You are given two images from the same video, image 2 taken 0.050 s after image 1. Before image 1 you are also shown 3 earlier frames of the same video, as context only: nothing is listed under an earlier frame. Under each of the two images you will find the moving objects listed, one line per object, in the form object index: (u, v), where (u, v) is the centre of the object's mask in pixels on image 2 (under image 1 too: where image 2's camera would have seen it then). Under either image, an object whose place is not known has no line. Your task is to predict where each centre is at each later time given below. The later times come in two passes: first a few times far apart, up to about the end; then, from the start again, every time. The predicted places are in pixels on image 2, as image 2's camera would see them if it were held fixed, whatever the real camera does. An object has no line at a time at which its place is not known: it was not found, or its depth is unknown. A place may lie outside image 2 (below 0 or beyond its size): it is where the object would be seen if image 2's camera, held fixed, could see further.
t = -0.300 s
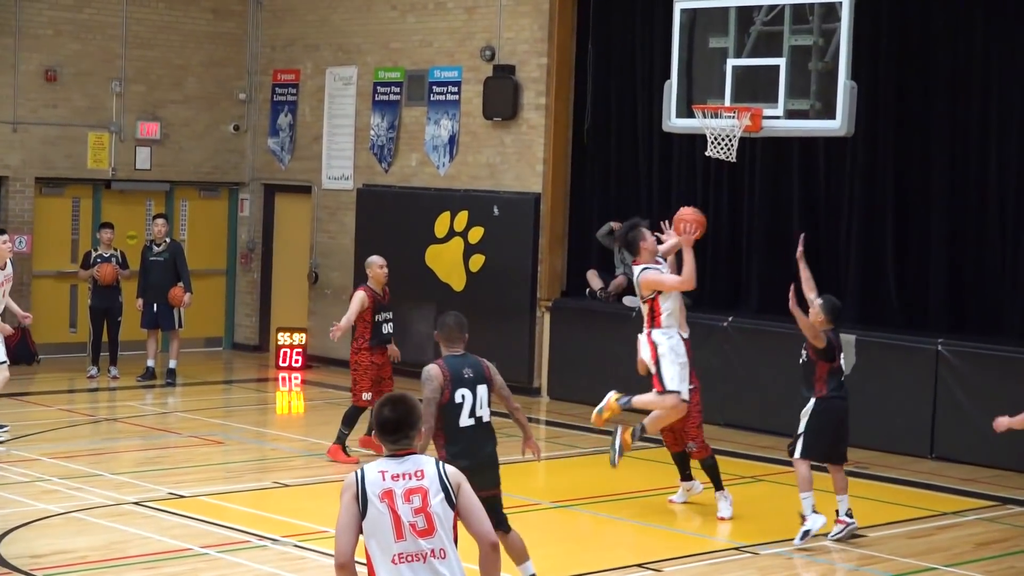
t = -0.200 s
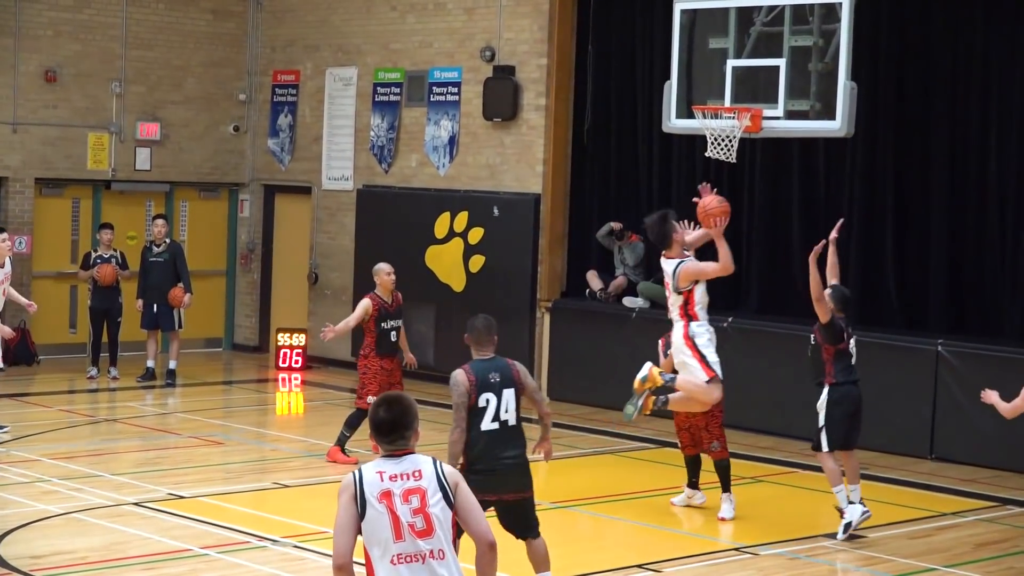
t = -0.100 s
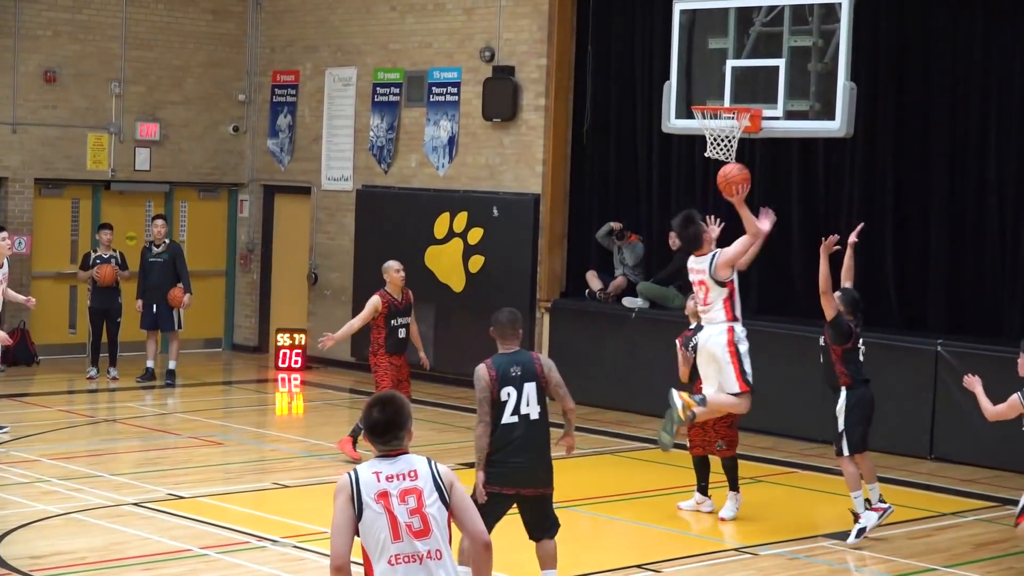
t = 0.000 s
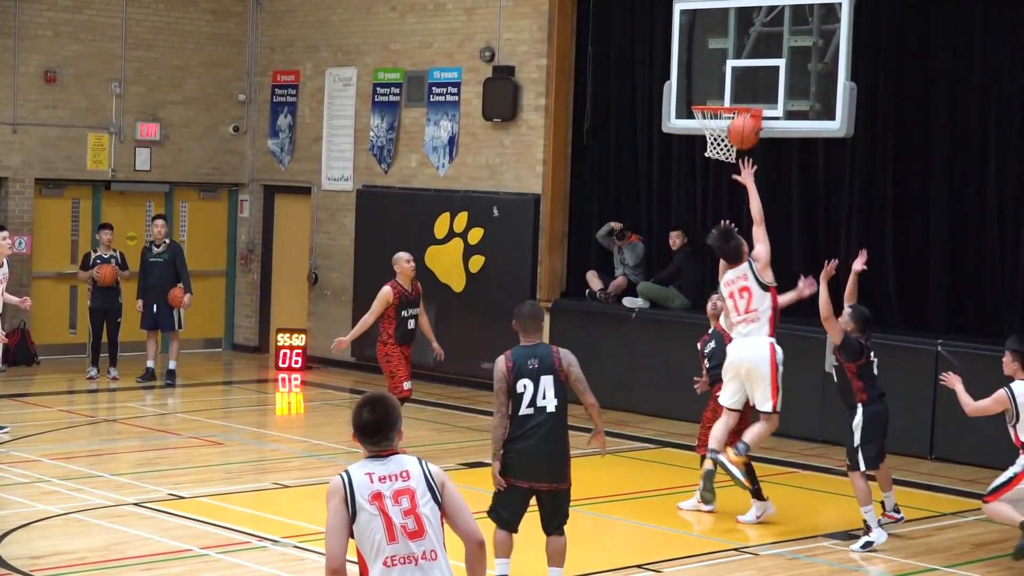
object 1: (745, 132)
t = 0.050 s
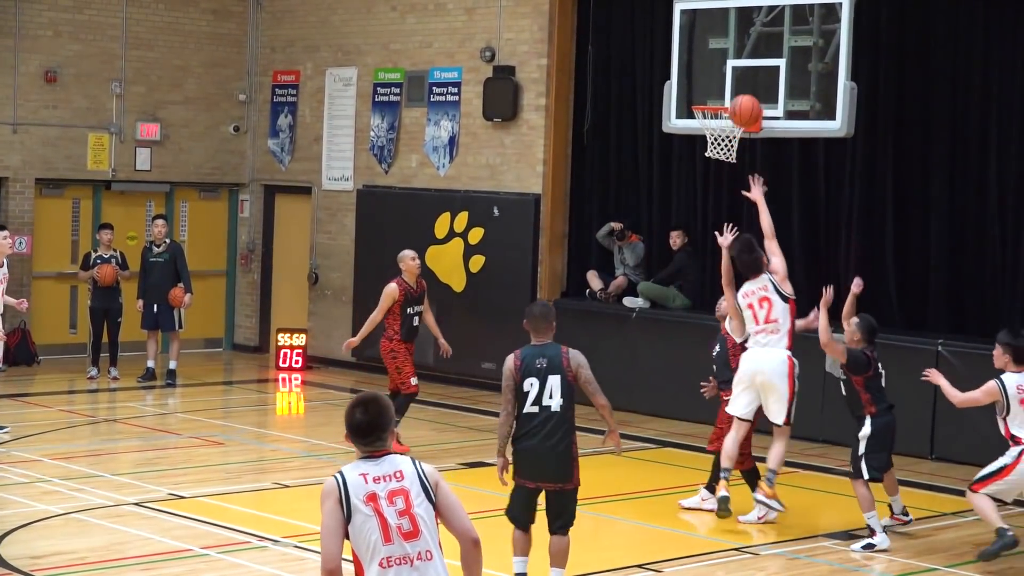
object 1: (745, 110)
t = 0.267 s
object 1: (747, 62)
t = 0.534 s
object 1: (746, 86)
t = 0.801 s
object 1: (719, 78)
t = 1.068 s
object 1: (687, 94)
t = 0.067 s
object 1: (745, 105)
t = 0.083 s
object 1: (745, 98)
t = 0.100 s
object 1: (745, 94)
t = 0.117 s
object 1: (746, 89)
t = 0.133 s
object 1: (746, 85)
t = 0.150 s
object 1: (746, 81)
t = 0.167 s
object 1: (747, 77)
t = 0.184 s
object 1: (747, 74)
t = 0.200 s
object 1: (747, 71)
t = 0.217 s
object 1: (747, 68)
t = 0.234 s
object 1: (747, 66)
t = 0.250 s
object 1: (747, 64)
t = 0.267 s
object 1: (747, 62)
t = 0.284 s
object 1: (748, 61)
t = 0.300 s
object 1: (748, 60)
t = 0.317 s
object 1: (747, 60)
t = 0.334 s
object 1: (747, 60)
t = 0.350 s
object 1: (747, 60)
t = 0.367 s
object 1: (747, 61)
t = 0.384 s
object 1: (748, 61)
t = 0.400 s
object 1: (747, 63)
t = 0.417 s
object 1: (747, 64)
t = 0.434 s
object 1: (747, 67)
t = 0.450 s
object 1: (747, 69)
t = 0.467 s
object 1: (747, 72)
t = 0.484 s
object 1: (747, 74)
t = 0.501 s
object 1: (747, 78)
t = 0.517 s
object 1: (747, 82)
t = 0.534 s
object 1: (746, 86)
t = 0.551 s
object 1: (746, 89)
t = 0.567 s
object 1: (746, 93)
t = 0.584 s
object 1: (745, 93)
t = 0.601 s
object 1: (743, 91)
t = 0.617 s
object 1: (741, 88)
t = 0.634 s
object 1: (739, 86)
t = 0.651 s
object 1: (737, 84)
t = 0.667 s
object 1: (735, 82)
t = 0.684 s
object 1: (733, 80)
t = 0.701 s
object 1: (731, 79)
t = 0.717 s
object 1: (729, 78)
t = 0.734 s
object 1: (727, 77)
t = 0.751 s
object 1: (725, 77)
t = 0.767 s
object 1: (723, 77)
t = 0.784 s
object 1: (720, 78)
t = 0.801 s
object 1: (719, 78)
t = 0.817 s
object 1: (716, 79)
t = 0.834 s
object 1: (714, 81)
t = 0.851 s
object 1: (711, 83)
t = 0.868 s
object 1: (709, 85)
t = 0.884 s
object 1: (707, 87)
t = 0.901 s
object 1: (705, 90)
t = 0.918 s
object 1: (703, 92)
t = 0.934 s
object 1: (701, 92)
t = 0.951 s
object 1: (699, 92)
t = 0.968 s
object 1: (697, 91)
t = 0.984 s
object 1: (696, 91)
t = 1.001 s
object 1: (694, 91)
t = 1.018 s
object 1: (692, 92)
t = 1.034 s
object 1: (691, 92)
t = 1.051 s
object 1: (689, 93)
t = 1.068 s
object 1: (687, 94)
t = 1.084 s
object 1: (685, 96)
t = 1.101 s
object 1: (683, 97)
